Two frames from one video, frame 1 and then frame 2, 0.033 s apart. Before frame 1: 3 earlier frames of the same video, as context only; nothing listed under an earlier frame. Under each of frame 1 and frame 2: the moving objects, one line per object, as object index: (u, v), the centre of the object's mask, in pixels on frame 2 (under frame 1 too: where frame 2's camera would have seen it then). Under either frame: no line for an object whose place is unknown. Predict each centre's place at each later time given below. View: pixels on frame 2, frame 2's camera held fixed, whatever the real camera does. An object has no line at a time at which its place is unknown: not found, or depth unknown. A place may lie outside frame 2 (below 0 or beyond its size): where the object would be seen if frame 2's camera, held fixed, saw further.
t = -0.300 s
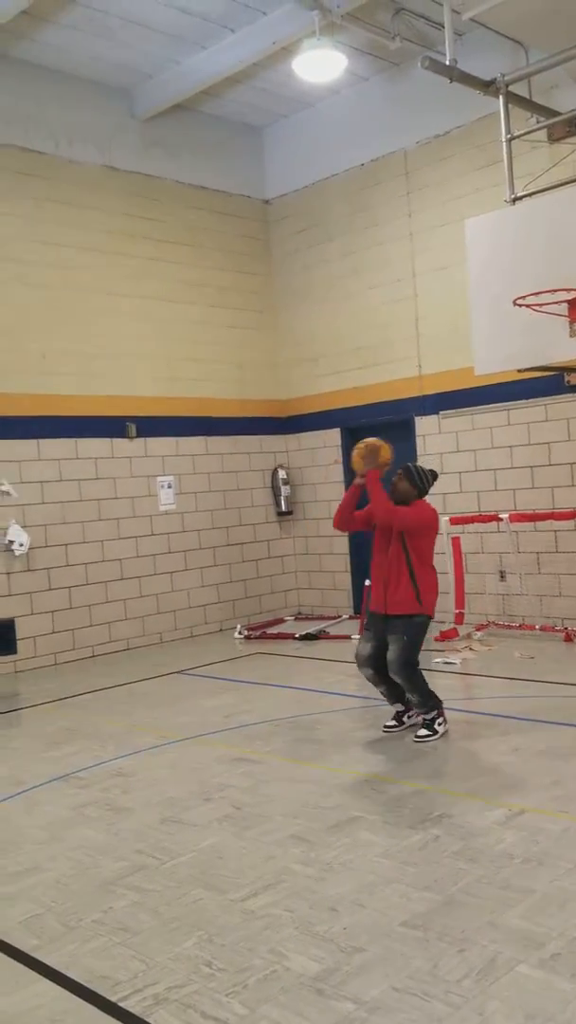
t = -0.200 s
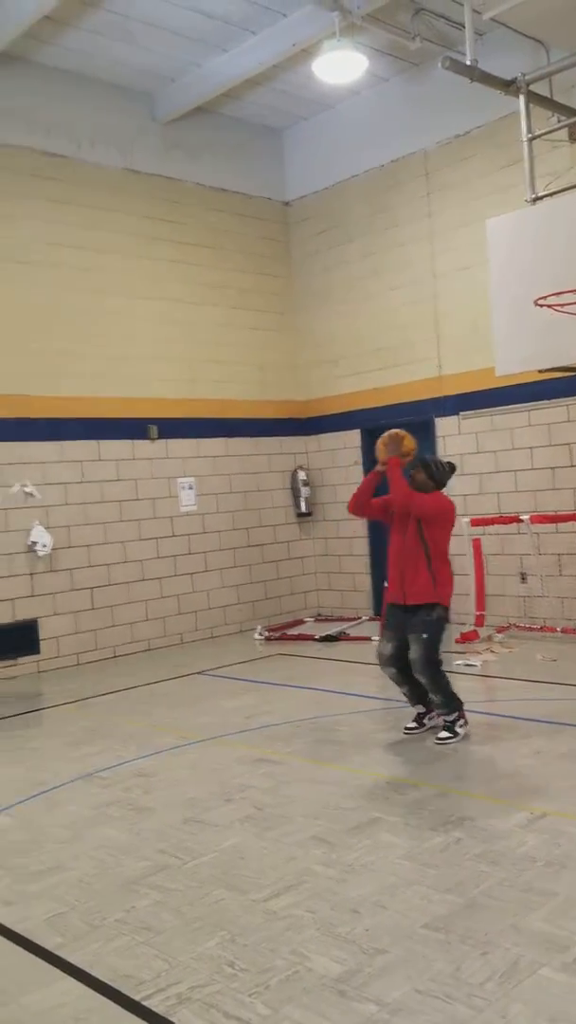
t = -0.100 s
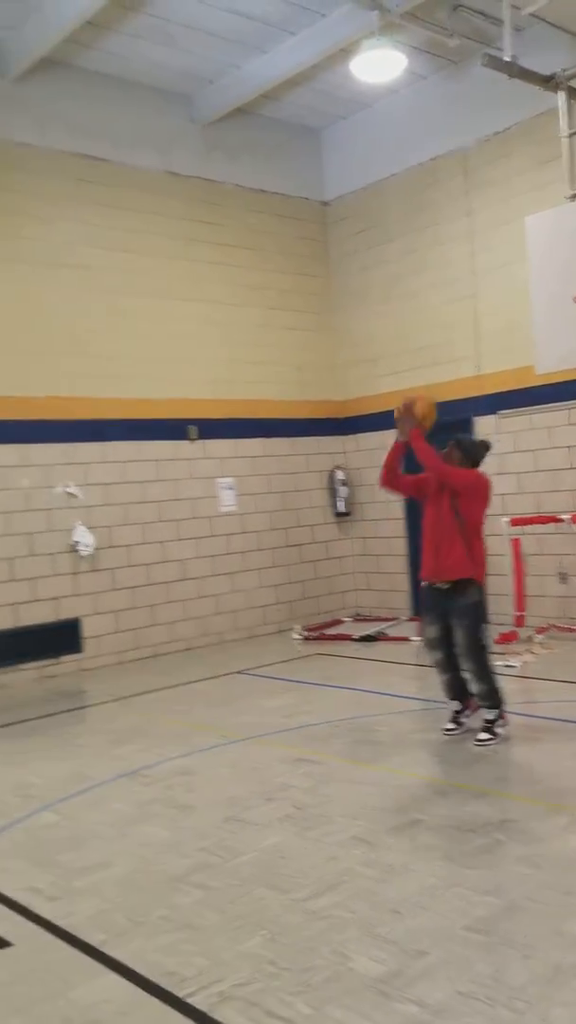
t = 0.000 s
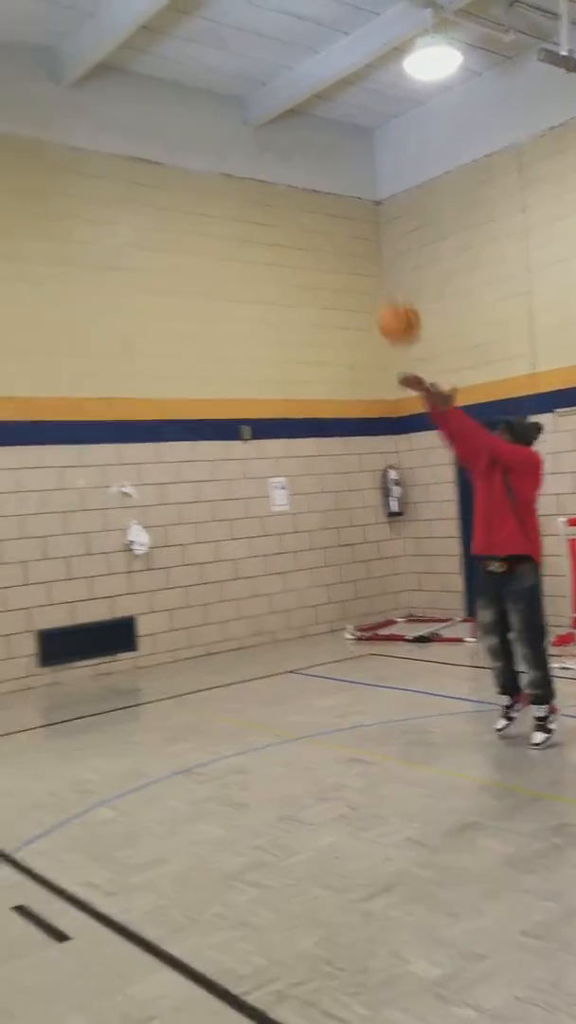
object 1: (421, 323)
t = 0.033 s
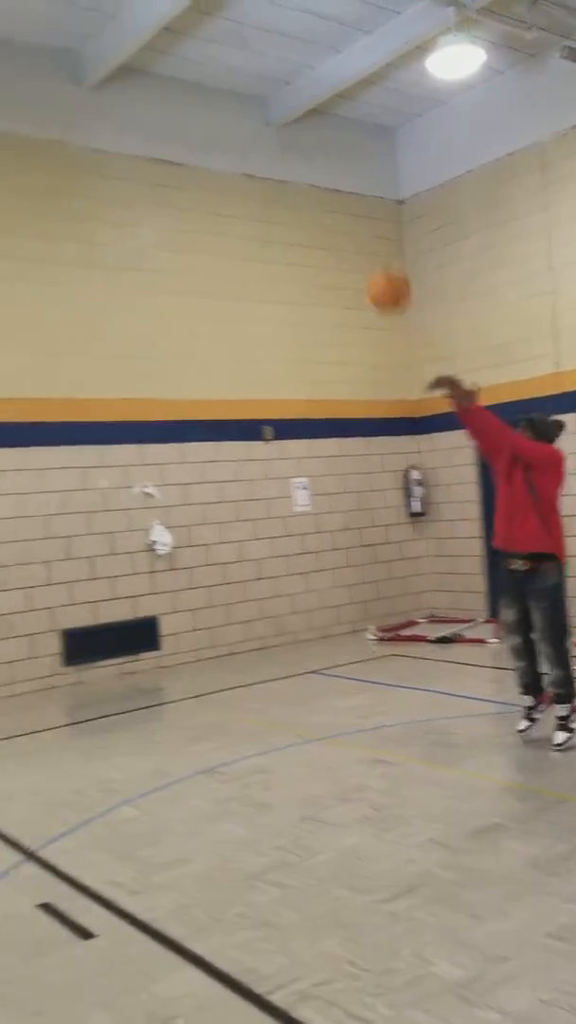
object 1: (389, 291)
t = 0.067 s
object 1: (357, 260)
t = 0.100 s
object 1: (325, 230)
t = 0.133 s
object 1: (292, 203)
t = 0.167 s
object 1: (260, 178)
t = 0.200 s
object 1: (229, 154)
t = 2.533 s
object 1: (-158, 488)
